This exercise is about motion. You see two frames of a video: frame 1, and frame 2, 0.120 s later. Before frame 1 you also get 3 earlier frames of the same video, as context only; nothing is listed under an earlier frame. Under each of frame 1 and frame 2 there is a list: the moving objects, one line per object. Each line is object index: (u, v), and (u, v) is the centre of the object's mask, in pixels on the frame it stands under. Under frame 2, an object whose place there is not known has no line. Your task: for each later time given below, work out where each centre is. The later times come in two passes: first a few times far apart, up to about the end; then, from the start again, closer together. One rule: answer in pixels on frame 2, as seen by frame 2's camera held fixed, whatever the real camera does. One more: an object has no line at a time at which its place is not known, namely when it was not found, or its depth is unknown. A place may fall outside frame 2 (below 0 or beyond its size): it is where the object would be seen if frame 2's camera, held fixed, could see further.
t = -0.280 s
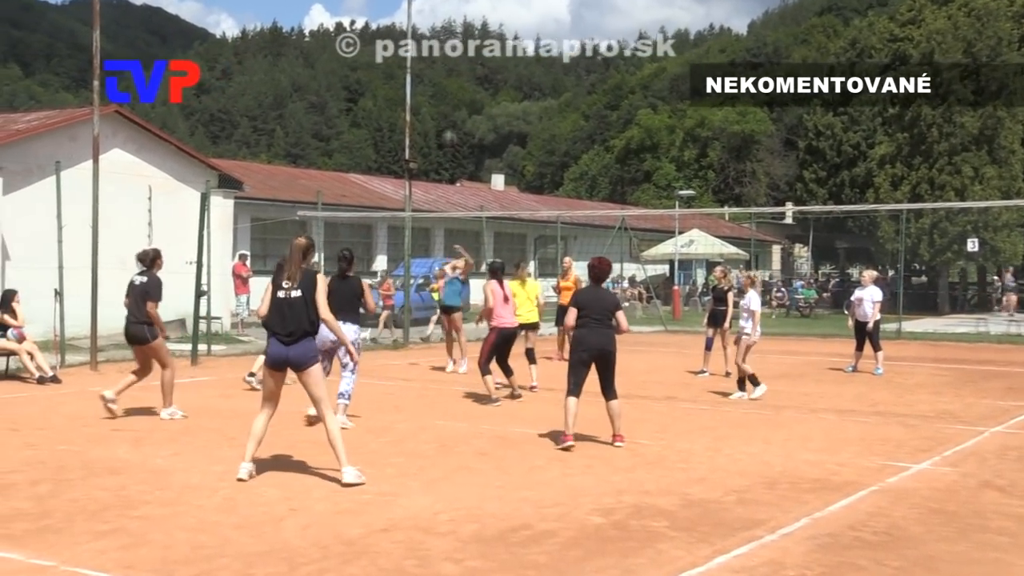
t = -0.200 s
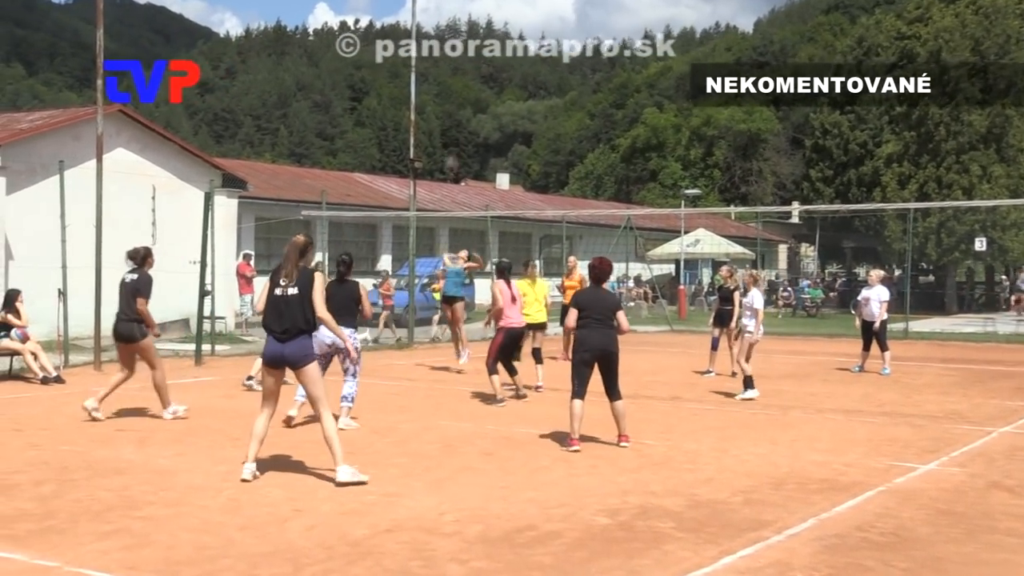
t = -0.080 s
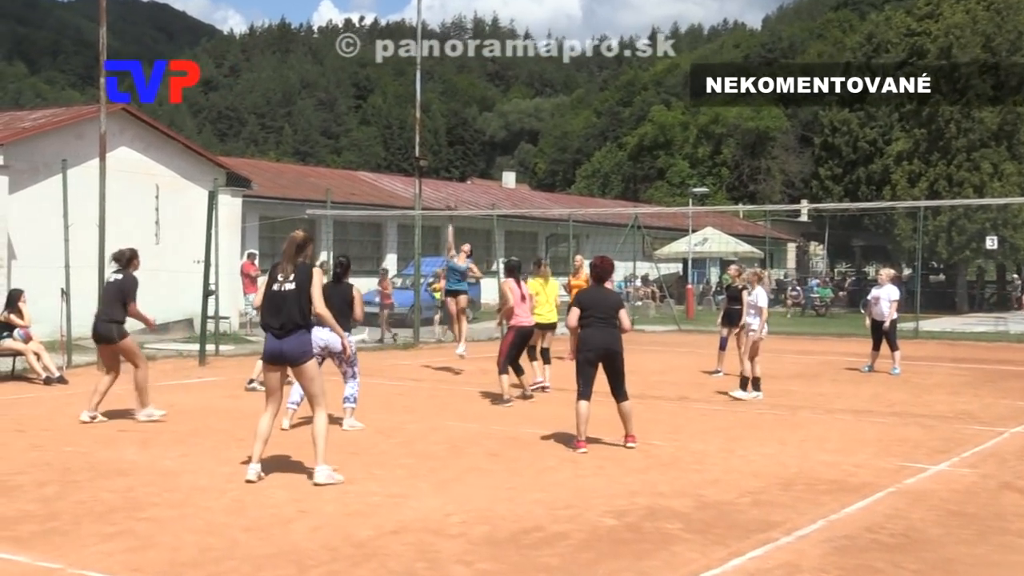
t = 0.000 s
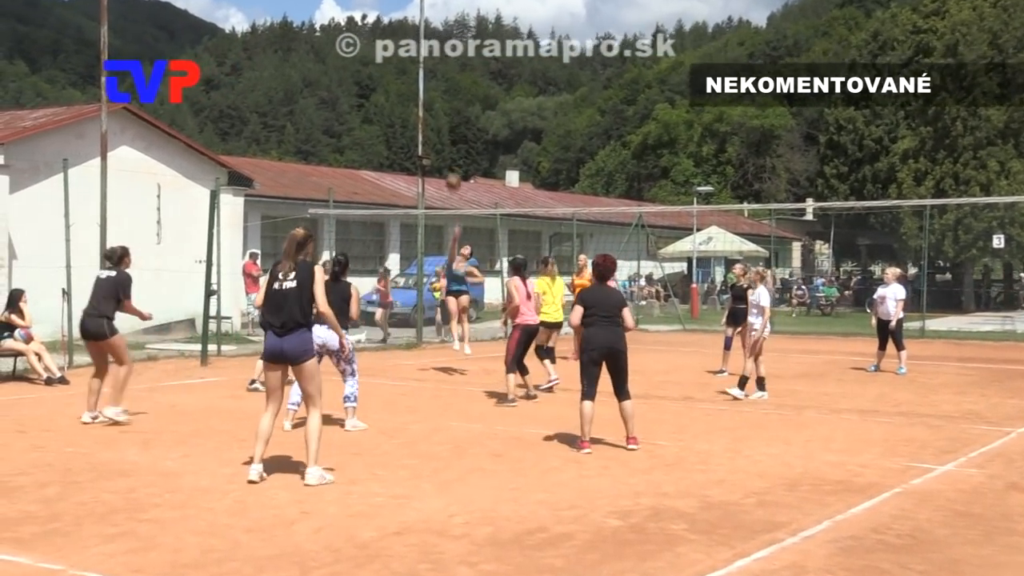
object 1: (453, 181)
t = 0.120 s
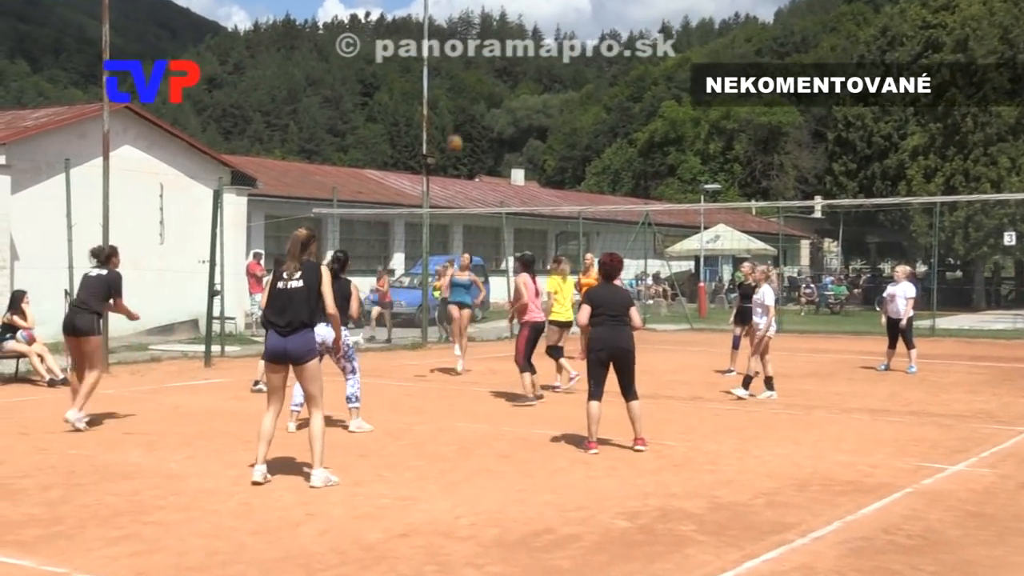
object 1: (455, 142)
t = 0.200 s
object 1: (452, 119)
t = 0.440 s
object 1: (441, 77)
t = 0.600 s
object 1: (430, 78)
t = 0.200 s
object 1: (452, 119)
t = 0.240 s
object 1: (450, 110)
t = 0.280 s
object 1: (448, 99)
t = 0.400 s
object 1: (442, 81)
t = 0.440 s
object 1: (441, 77)
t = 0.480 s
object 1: (440, 76)
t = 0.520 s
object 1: (436, 75)
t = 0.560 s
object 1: (434, 76)
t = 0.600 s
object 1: (430, 78)
